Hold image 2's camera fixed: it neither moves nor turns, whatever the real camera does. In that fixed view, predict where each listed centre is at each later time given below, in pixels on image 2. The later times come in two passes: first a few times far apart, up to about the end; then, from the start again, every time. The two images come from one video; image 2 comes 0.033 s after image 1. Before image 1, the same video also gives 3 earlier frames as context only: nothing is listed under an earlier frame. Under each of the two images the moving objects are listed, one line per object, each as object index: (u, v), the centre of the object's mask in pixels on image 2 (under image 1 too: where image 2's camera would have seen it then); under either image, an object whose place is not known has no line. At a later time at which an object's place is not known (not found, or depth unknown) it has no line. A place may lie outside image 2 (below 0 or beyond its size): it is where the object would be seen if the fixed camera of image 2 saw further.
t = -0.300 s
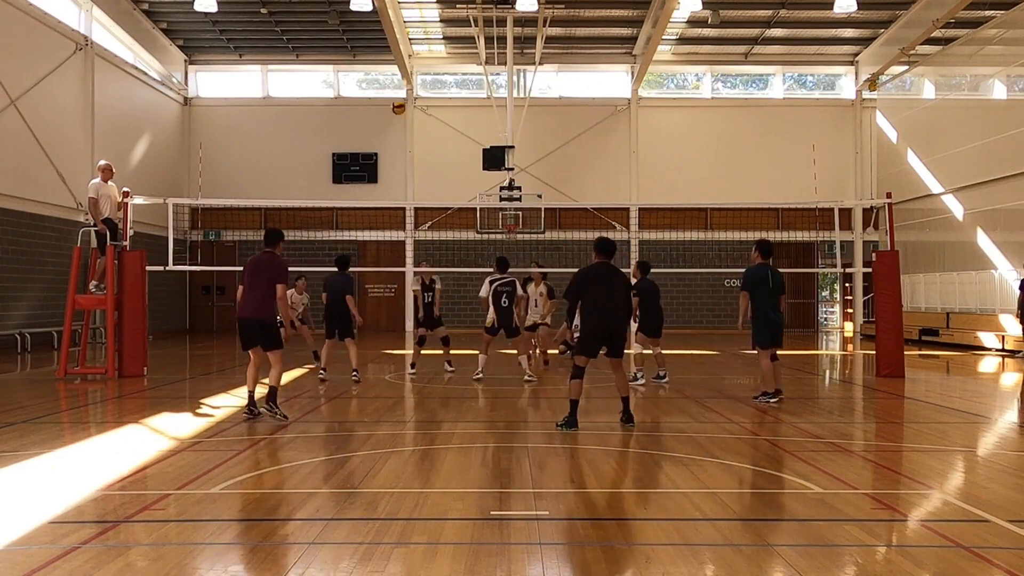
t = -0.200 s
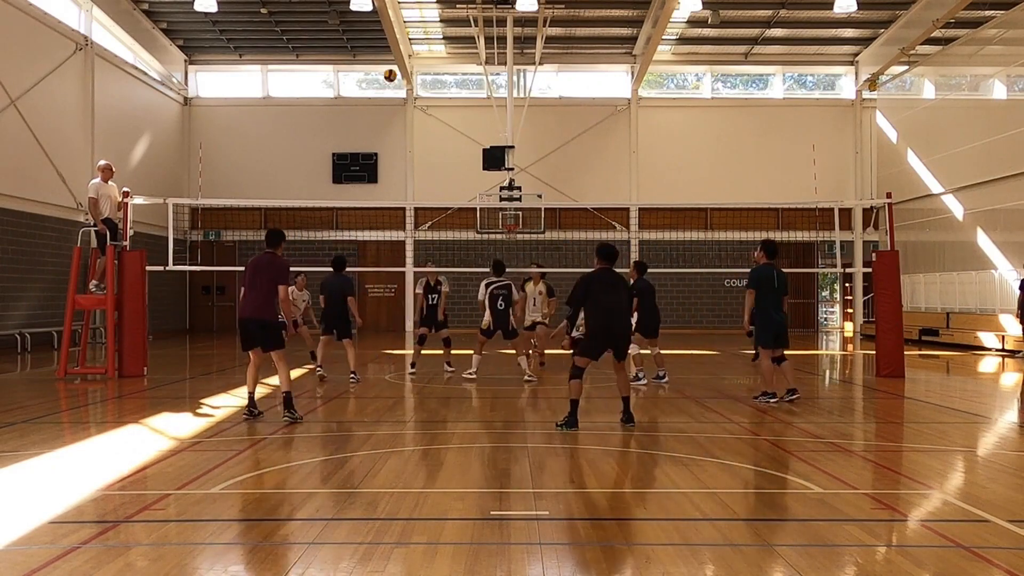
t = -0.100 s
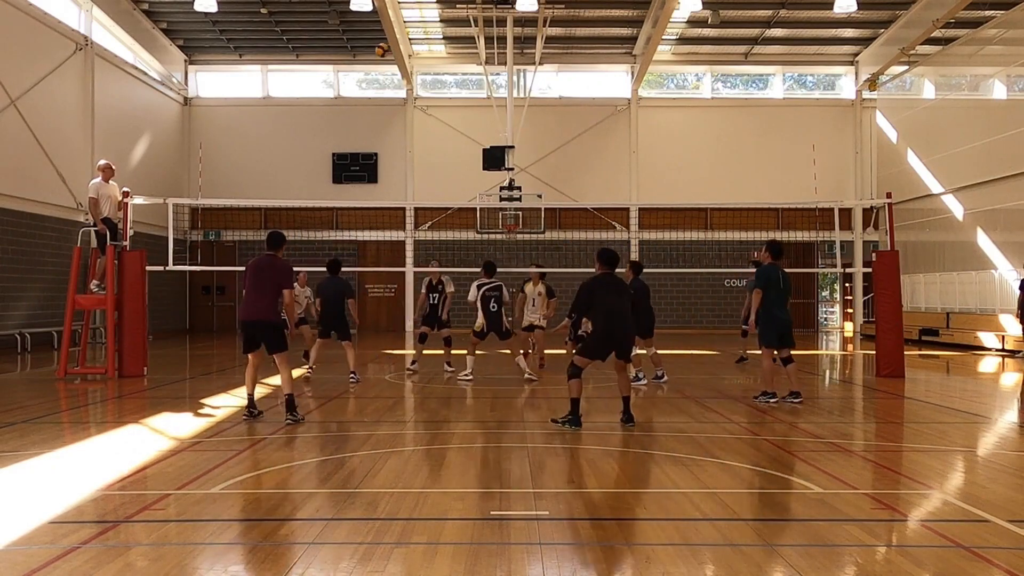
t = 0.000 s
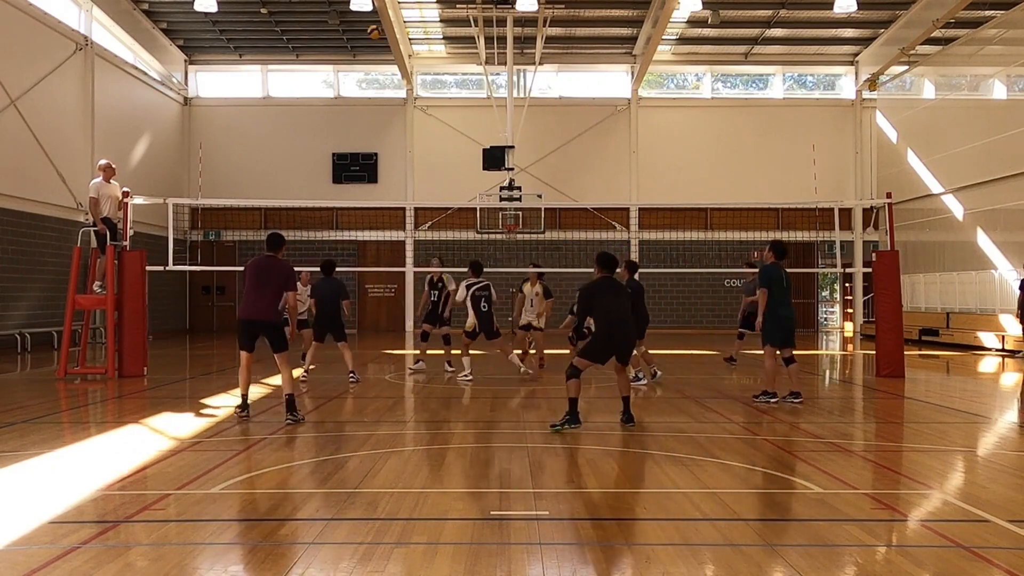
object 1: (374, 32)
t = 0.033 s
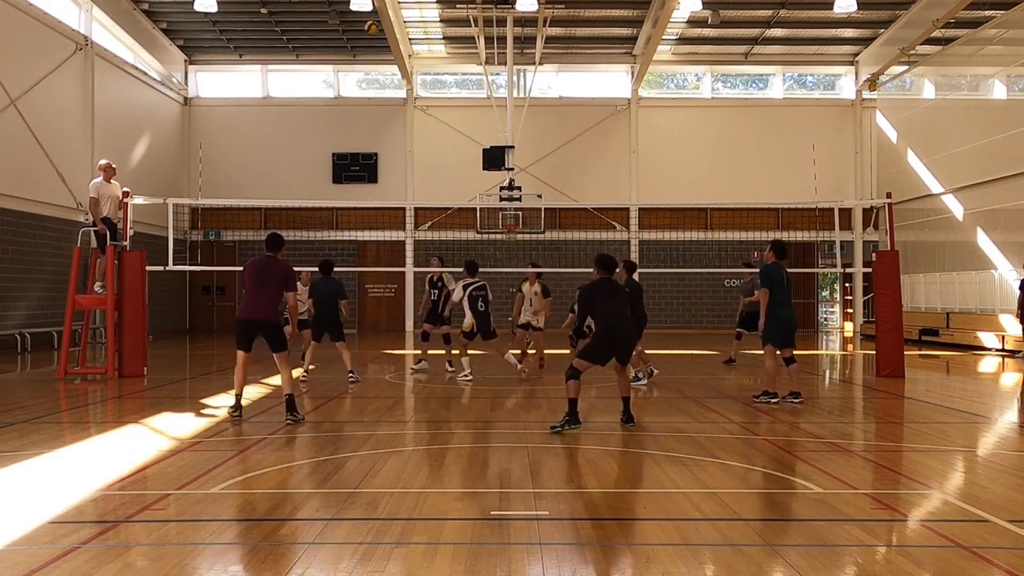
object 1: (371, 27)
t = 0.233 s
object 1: (356, 17)
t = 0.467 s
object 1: (338, 32)
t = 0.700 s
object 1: (322, 83)
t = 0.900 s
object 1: (310, 149)
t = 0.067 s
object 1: (369, 24)
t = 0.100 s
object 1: (366, 21)
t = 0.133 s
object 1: (364, 19)
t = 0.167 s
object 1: (361, 17)
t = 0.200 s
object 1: (358, 17)
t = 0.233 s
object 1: (356, 17)
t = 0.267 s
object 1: (353, 17)
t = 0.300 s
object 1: (351, 17)
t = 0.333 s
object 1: (348, 19)
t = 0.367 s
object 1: (346, 20)
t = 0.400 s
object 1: (343, 25)
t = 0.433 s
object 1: (341, 28)
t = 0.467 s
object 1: (338, 32)
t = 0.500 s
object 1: (337, 38)
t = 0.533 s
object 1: (333, 44)
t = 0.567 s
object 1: (331, 50)
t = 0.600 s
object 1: (328, 57)
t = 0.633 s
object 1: (326, 65)
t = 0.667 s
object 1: (324, 74)
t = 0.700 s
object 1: (322, 83)
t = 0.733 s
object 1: (320, 92)
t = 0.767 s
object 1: (317, 104)
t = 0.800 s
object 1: (316, 114)
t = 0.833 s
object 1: (314, 124)
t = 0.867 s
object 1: (311, 136)
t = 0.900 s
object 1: (310, 149)
